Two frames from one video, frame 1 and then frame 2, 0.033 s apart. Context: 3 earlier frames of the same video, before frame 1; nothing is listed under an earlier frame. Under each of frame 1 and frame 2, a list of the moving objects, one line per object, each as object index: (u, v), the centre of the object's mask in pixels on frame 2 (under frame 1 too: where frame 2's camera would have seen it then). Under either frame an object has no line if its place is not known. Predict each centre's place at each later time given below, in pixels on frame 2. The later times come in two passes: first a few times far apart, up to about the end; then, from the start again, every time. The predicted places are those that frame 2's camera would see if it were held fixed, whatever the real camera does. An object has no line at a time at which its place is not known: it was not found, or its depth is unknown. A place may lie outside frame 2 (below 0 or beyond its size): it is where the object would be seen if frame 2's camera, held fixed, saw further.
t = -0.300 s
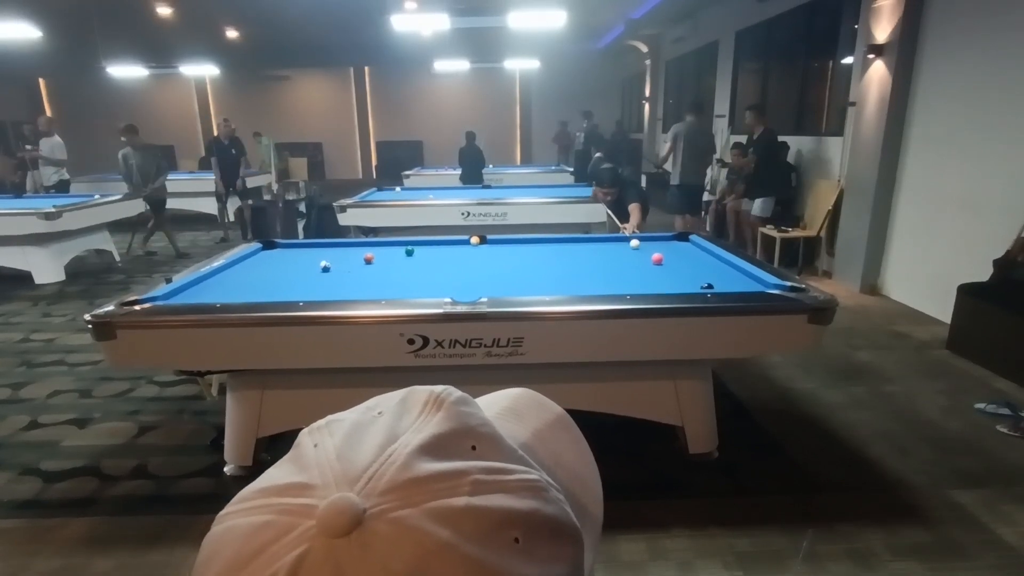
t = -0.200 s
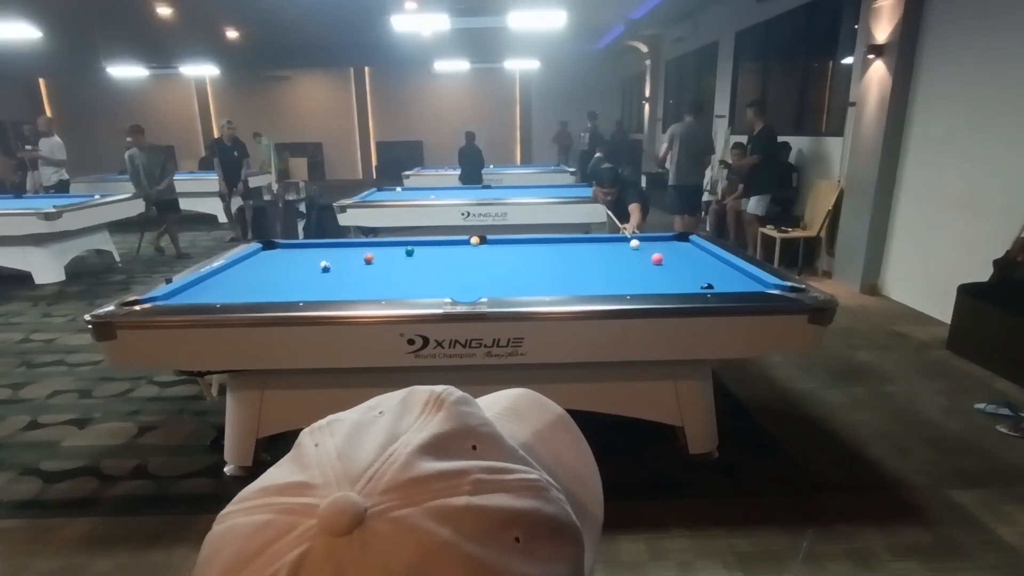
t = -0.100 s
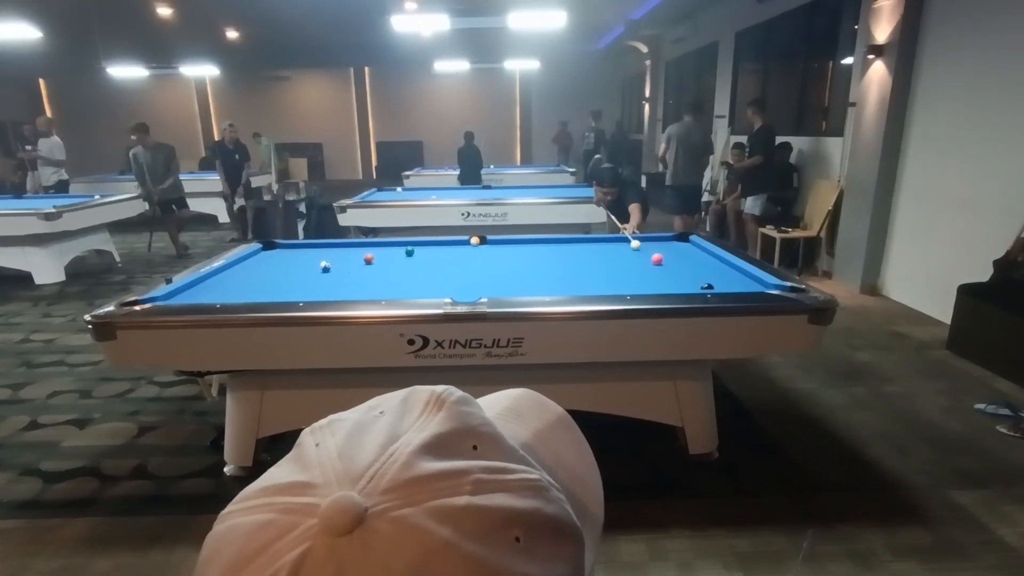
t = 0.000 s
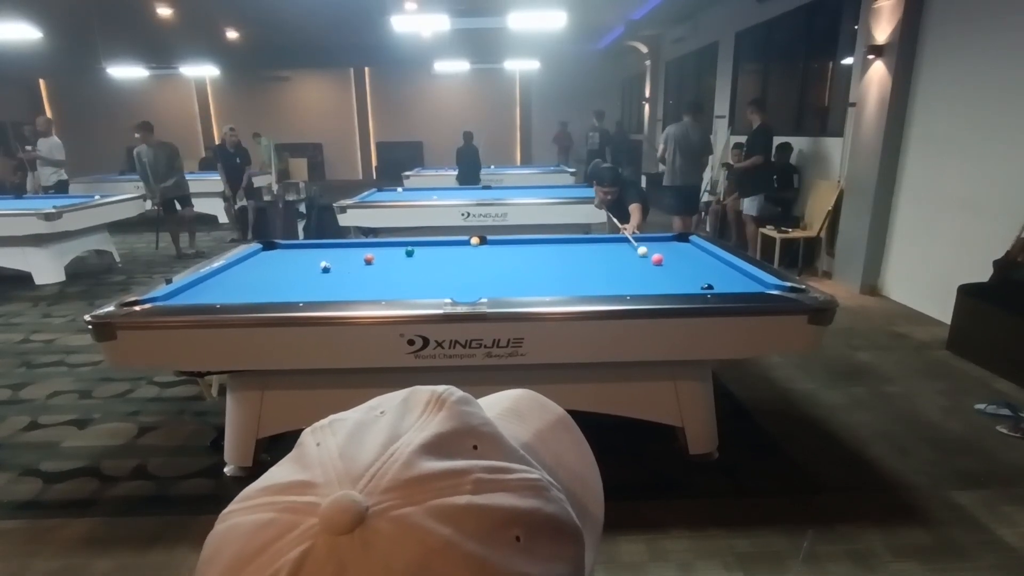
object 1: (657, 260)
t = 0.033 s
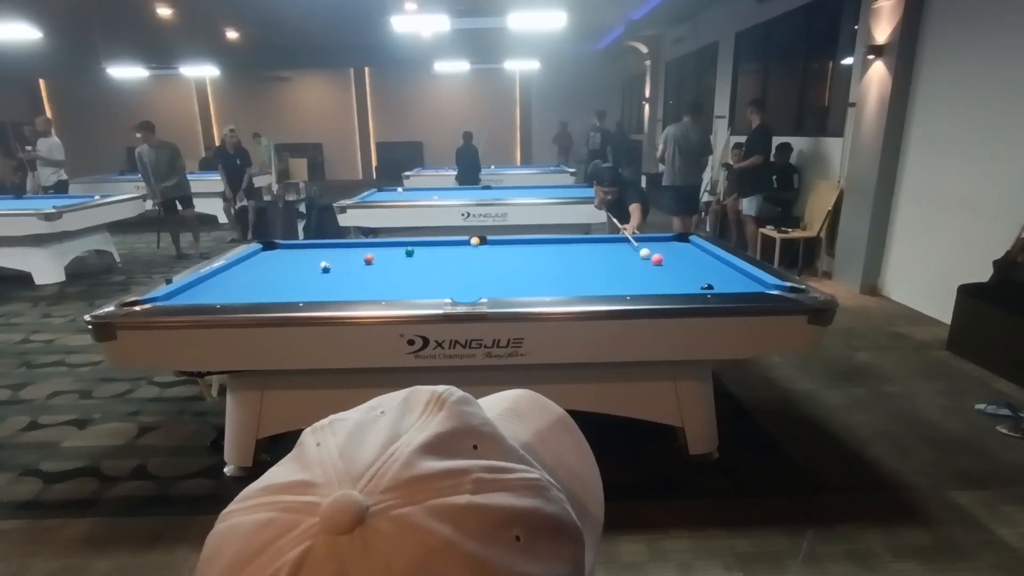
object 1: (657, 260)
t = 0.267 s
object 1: (685, 267)
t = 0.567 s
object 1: (732, 279)
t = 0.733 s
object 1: (761, 284)
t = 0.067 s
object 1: (657, 260)
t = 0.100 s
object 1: (658, 260)
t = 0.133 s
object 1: (664, 262)
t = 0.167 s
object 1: (670, 263)
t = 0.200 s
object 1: (676, 264)
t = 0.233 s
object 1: (681, 266)
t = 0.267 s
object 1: (685, 267)
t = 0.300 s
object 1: (690, 268)
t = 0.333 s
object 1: (695, 269)
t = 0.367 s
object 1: (700, 270)
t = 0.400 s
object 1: (705, 272)
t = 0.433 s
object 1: (710, 273)
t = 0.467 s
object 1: (716, 274)
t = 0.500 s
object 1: (721, 276)
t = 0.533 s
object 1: (727, 277)
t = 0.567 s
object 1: (732, 279)
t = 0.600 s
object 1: (738, 280)
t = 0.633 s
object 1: (744, 281)
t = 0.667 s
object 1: (749, 282)
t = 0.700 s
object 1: (755, 283)
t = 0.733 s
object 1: (761, 284)
